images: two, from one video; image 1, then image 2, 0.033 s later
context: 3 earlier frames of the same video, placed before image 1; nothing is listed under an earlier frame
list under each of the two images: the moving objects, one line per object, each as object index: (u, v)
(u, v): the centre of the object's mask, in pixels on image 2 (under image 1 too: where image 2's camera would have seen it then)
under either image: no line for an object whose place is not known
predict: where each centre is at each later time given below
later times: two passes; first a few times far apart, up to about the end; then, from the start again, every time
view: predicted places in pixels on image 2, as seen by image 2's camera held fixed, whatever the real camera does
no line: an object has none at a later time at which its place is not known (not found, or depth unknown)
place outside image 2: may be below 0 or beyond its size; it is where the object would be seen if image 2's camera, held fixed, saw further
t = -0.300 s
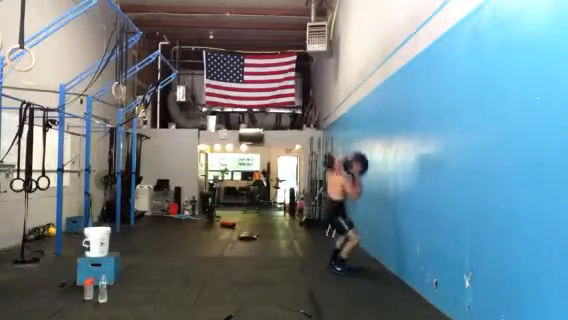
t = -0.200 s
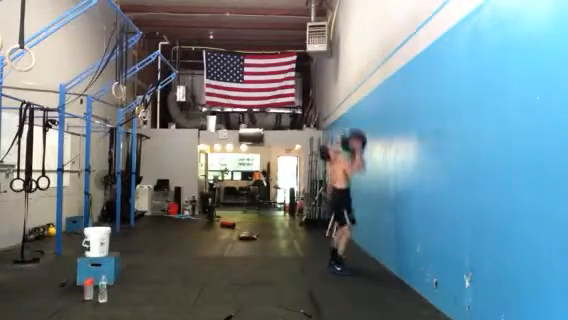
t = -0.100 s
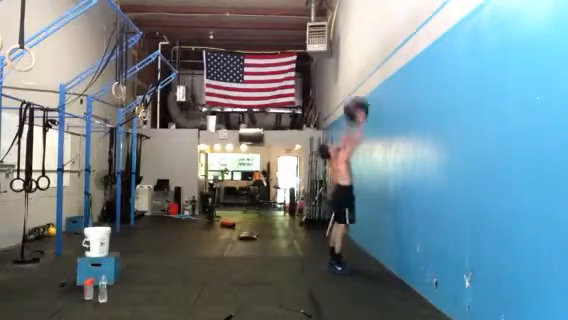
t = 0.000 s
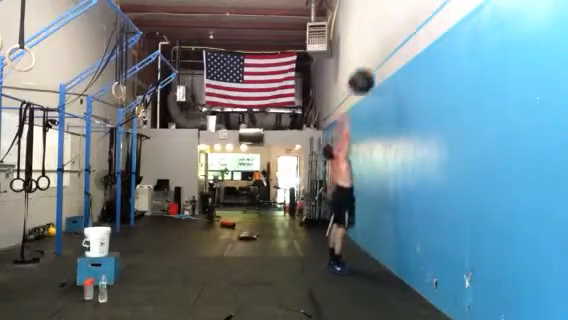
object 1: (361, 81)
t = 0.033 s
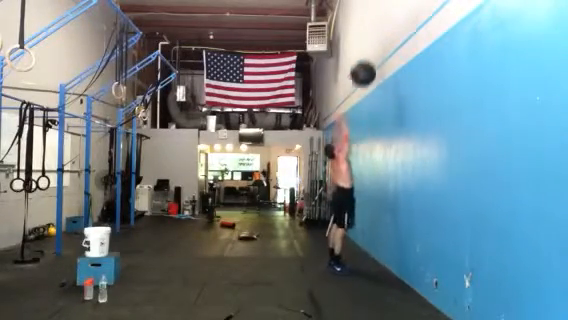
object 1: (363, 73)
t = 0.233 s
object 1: (373, 43)
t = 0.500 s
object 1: (377, 46)
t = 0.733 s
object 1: (370, 87)
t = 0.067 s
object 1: (365, 66)
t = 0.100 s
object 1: (367, 60)
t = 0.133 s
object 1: (368, 54)
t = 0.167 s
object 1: (370, 50)
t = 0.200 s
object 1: (372, 46)
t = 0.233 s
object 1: (373, 43)
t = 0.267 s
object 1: (375, 41)
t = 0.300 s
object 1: (377, 39)
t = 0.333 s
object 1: (379, 39)
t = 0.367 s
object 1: (380, 39)
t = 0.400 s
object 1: (380, 39)
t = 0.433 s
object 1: (379, 41)
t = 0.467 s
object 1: (378, 43)
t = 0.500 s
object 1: (377, 46)
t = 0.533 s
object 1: (376, 49)
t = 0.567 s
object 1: (375, 54)
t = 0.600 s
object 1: (374, 59)
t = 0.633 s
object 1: (373, 64)
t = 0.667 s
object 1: (372, 71)
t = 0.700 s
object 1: (371, 78)
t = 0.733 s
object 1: (370, 87)
